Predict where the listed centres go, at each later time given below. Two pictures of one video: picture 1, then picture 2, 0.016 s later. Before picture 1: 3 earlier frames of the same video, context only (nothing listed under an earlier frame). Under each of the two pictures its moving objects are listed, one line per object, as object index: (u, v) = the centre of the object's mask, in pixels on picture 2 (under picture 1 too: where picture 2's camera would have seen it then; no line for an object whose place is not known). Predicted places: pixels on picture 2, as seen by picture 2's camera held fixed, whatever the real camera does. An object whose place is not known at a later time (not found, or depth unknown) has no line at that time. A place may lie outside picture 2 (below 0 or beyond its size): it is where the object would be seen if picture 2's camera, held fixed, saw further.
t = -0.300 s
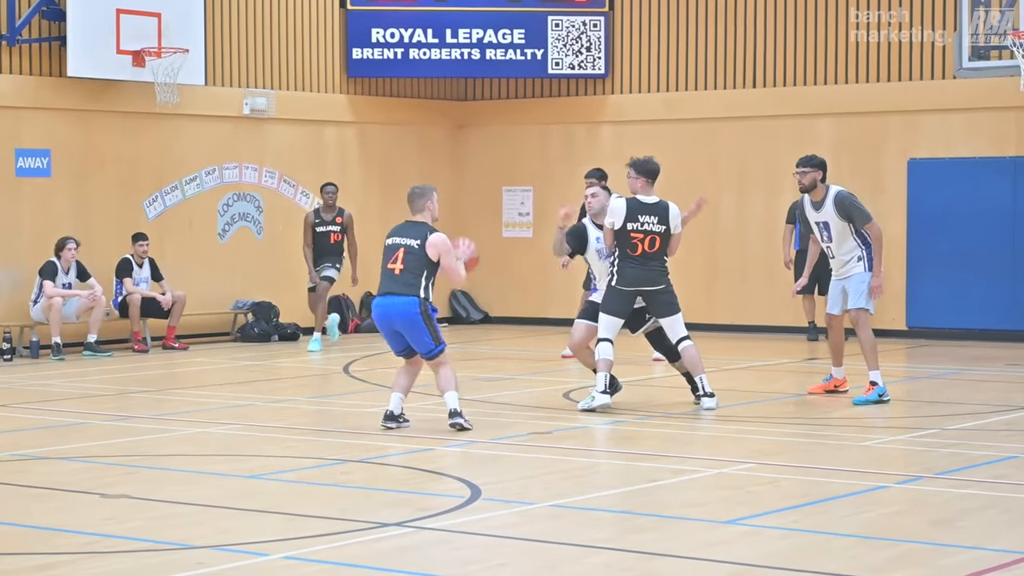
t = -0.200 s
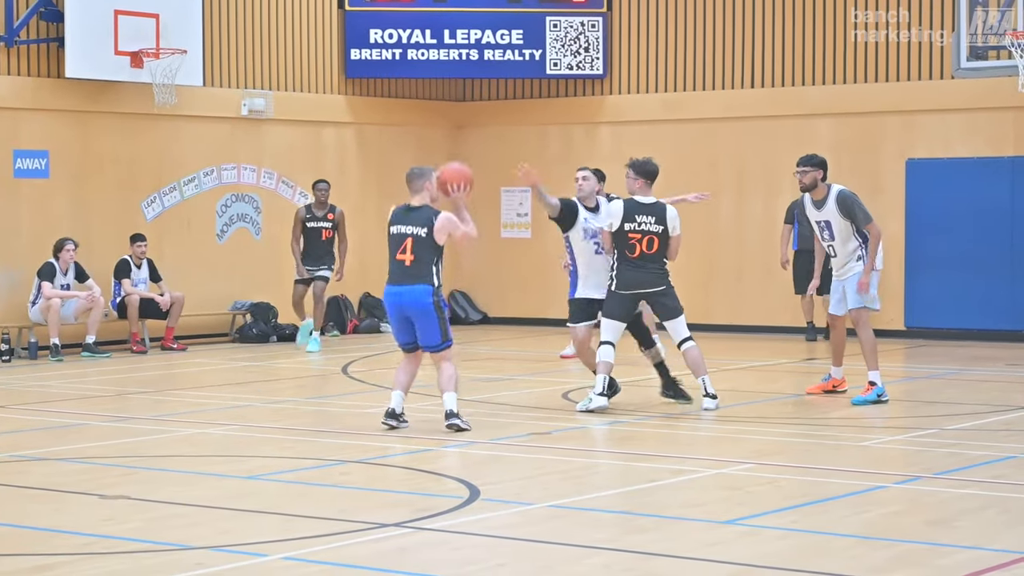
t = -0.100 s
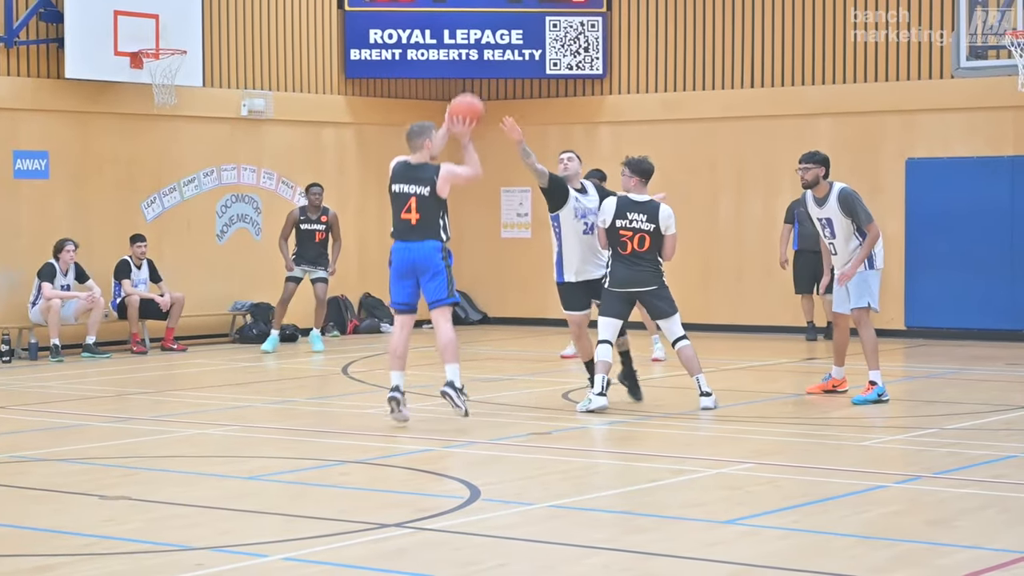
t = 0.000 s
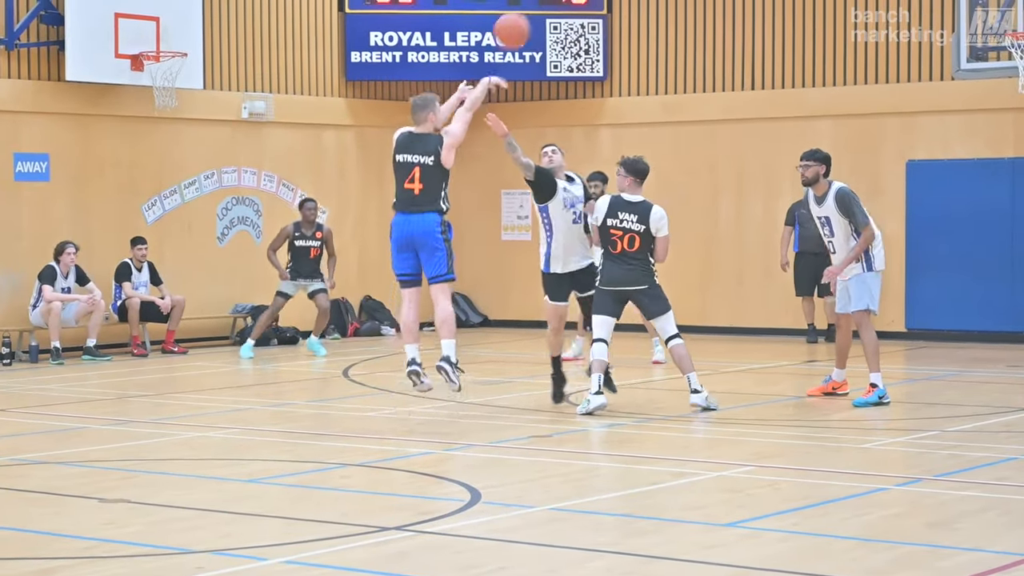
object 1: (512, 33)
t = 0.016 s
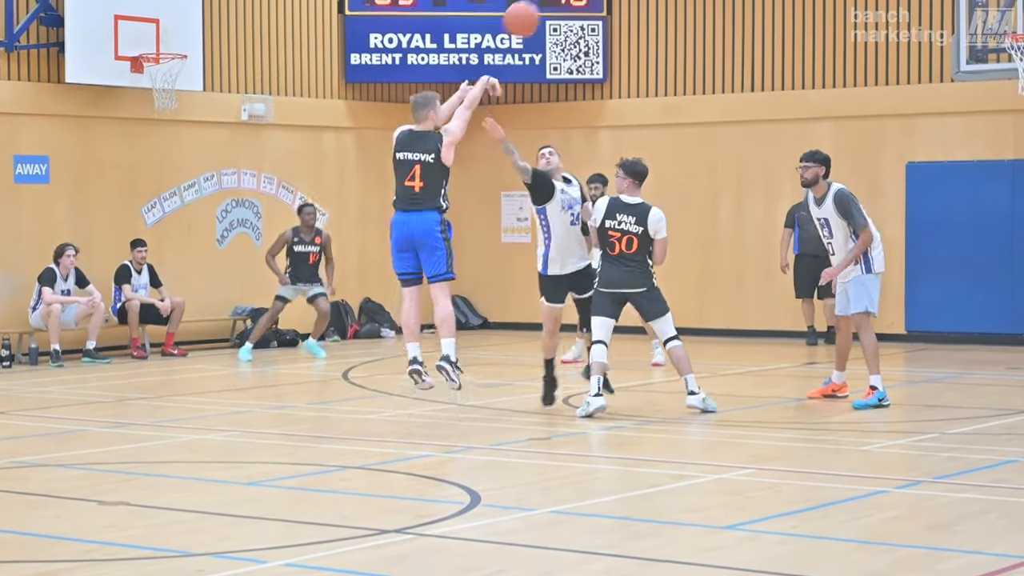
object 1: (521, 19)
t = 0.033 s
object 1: (531, 7)
